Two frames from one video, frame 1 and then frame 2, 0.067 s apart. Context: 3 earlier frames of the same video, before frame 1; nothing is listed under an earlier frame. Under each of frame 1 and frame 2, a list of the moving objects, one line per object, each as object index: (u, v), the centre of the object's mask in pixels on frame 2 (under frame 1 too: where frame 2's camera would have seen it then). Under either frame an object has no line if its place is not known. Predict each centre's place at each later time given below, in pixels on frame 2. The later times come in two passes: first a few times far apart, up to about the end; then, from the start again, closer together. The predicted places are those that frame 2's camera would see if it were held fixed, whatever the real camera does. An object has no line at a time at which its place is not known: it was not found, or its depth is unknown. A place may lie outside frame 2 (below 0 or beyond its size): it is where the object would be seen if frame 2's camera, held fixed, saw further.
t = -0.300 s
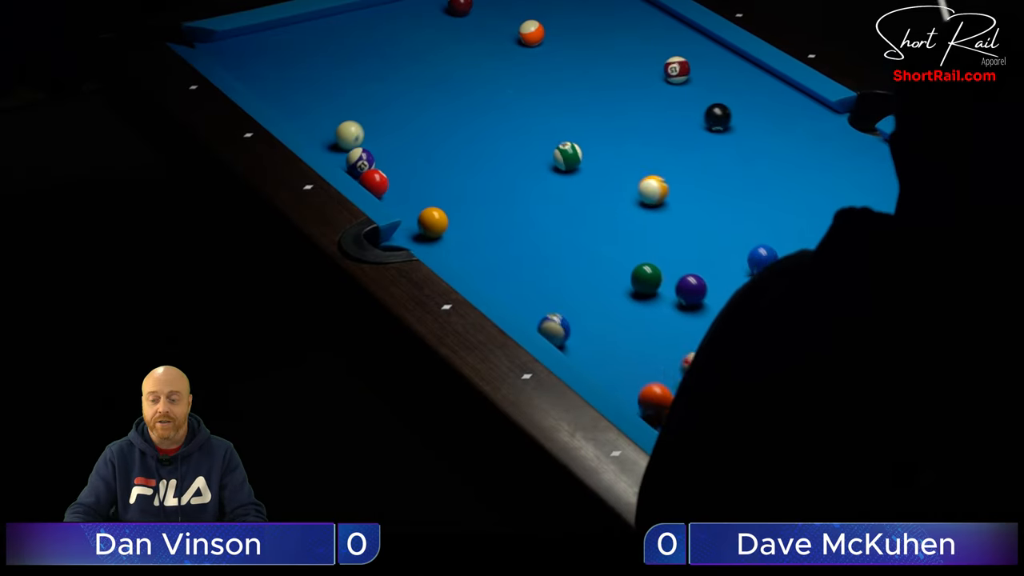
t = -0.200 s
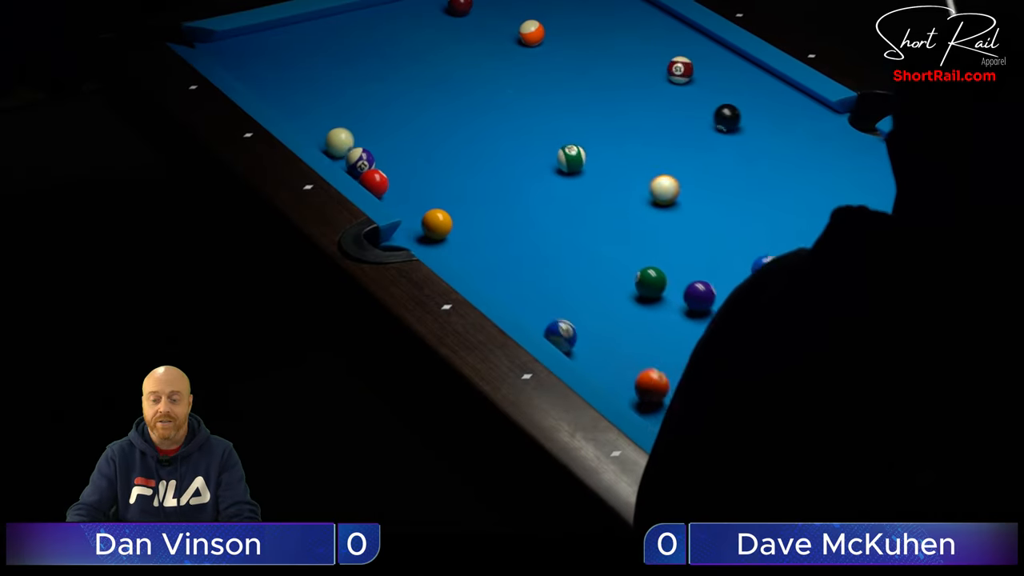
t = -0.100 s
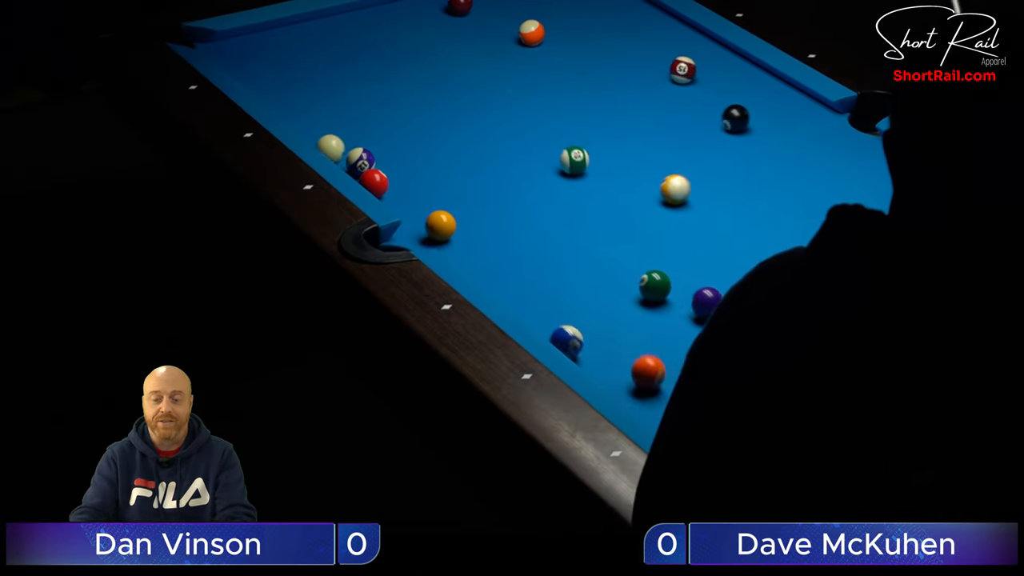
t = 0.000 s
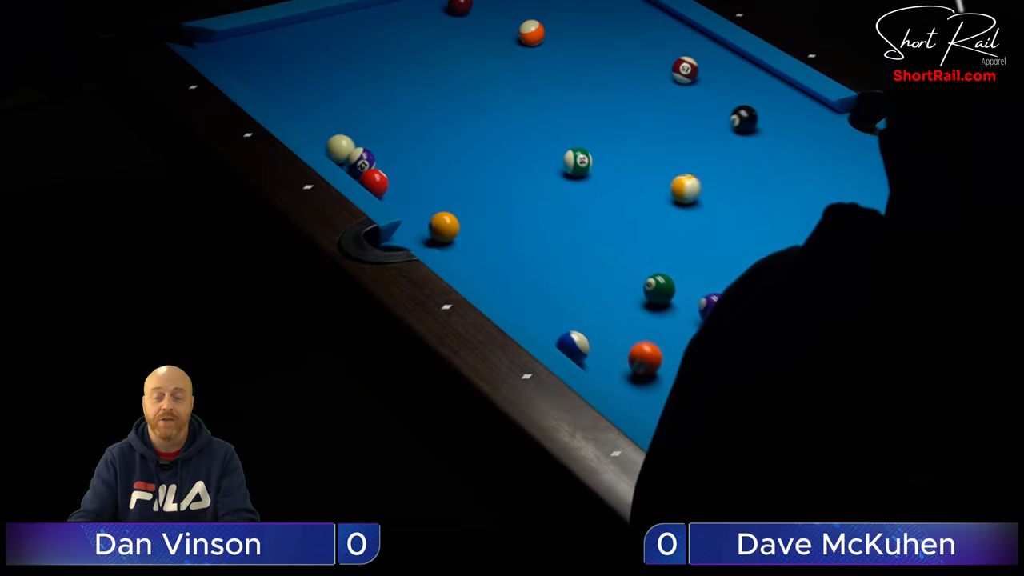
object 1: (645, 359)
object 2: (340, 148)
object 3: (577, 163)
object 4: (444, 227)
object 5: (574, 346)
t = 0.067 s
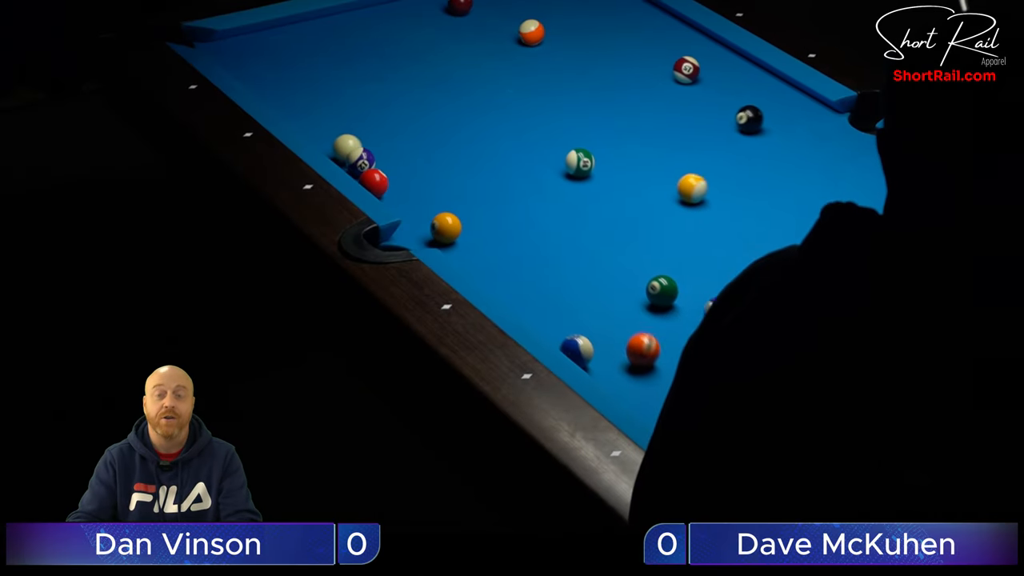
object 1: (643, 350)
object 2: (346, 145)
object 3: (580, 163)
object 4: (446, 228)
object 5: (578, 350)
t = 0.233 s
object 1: (637, 328)
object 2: (366, 143)
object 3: (584, 165)
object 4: (451, 230)
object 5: (588, 358)
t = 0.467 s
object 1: (631, 302)
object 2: (385, 147)
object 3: (589, 168)
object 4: (456, 232)
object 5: (601, 368)
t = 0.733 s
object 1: (624, 275)
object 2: (407, 148)
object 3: (592, 171)
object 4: (460, 234)
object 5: (614, 380)
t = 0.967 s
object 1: (619, 253)
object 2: (424, 148)
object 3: (593, 172)
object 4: (462, 235)
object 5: (623, 388)
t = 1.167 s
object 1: (616, 235)
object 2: (436, 148)
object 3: (593, 172)
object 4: (462, 235)
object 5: (630, 393)
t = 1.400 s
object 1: (612, 217)
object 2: (449, 147)
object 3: (593, 171)
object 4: (463, 235)
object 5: (637, 399)
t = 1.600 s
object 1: (610, 202)
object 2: (459, 147)
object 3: (593, 172)
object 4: (462, 235)
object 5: (641, 402)
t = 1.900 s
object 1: (607, 184)
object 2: (470, 147)
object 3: (590, 168)
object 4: (463, 235)
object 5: (645, 404)
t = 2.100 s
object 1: (612, 181)
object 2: (475, 147)
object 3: (586, 165)
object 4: (462, 236)
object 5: (647, 406)
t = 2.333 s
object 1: (618, 178)
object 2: (479, 147)
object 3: (582, 158)
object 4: (462, 236)
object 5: (649, 408)
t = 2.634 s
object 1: (624, 175)
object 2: (481, 146)
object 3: (575, 152)
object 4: (463, 235)
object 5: (651, 409)
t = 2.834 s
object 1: (626, 174)
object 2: (482, 146)
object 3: (573, 148)
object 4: (463, 235)
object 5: (651, 409)
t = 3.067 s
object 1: (628, 173)
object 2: (482, 146)
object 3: (570, 146)
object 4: (463, 235)
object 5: (649, 408)
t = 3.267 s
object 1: (628, 172)
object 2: (482, 146)
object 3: (567, 144)
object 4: (462, 235)
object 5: (651, 409)
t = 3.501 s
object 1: (628, 172)
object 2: (481, 146)
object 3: (565, 142)
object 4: (462, 235)
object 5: (651, 408)
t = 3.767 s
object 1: (628, 172)
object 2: (481, 146)
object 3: (565, 142)
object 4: (462, 235)
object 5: (651, 408)
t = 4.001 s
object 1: (628, 172)
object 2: (481, 146)
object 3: (565, 143)
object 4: (462, 235)
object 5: (651, 408)
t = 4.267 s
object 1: (628, 172)
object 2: (481, 146)
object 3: (565, 143)
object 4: (462, 235)
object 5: (651, 408)
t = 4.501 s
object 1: (628, 172)
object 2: (481, 145)
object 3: (565, 142)
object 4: (462, 235)
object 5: (647, 406)
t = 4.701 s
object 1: (628, 172)
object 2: (481, 145)
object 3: (565, 142)
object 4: (462, 234)
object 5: (647, 405)
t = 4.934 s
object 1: (628, 172)
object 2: (481, 145)
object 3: (565, 142)
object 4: (462, 235)
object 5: (651, 408)
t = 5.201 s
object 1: (628, 172)
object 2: (481, 145)
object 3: (565, 143)
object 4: (462, 235)
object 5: (651, 408)
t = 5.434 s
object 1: (628, 172)
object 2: (481, 145)
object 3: (565, 143)
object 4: (461, 235)
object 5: (650, 408)
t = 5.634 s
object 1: (628, 172)
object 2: (481, 146)
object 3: (565, 143)
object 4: (461, 235)
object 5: (649, 408)
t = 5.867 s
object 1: (627, 173)
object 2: (481, 146)
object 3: (565, 143)
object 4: (462, 235)
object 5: (649, 407)
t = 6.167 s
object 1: (627, 173)
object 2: (482, 147)
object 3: (565, 144)
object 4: (463, 235)
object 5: (649, 408)
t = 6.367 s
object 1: (627, 173)
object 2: (482, 147)
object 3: (565, 144)
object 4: (463, 235)
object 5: (650, 408)
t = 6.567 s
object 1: (627, 173)
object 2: (482, 147)
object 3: (565, 144)
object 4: (463, 235)
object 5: (650, 408)
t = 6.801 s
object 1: (628, 173)
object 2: (482, 147)
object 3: (565, 144)
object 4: (463, 235)
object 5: (650, 408)
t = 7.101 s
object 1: (628, 173)
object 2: (482, 147)
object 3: (565, 144)
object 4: (463, 235)
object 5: (650, 408)
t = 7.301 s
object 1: (625, 174)
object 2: (482, 149)
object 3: (564, 146)
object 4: (463, 235)
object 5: (648, 405)
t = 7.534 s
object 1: (624, 174)
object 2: (482, 149)
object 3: (564, 146)
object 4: (464, 235)
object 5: (648, 405)
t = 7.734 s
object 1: (624, 175)
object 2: (482, 149)
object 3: (564, 146)
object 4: (464, 235)
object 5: (648, 405)
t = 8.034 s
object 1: (624, 174)
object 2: (482, 149)
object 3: (564, 146)
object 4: (464, 235)
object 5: (648, 405)
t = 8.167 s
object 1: (624, 174)
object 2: (482, 149)
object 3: (564, 146)
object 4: (464, 235)
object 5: (648, 405)
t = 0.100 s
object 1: (642, 346)
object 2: (349, 144)
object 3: (581, 164)
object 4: (447, 228)
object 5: (580, 352)
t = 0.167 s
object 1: (640, 338)
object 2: (357, 143)
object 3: (582, 165)
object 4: (449, 229)
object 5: (584, 355)
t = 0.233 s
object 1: (637, 328)
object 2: (366, 143)
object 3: (584, 165)
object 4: (451, 230)
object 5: (588, 358)
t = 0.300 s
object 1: (636, 321)
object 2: (373, 145)
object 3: (585, 166)
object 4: (452, 230)
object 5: (592, 361)
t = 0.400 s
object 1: (633, 310)
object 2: (381, 147)
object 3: (587, 168)
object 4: (455, 231)
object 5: (597, 365)
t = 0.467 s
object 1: (631, 302)
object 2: (385, 147)
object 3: (589, 168)
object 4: (456, 232)
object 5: (601, 368)
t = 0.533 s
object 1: (629, 295)
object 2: (391, 148)
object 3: (590, 169)
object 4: (457, 233)
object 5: (604, 371)
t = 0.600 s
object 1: (627, 288)
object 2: (397, 148)
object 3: (591, 170)
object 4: (458, 233)
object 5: (608, 374)
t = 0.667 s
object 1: (626, 281)
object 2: (402, 148)
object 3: (591, 171)
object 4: (459, 234)
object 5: (611, 377)
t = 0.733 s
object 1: (624, 275)
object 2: (407, 148)
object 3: (592, 171)
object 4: (460, 234)
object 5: (614, 380)
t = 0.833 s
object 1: (622, 265)
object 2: (415, 148)
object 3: (593, 171)
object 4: (461, 235)
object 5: (618, 383)
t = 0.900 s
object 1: (621, 259)
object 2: (419, 148)
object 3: (593, 172)
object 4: (462, 235)
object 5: (621, 385)
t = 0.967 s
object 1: (619, 253)
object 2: (424, 148)
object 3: (593, 172)
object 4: (462, 235)
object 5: (623, 388)
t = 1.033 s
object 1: (618, 247)
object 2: (428, 148)
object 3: (593, 172)
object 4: (462, 235)
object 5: (626, 390)
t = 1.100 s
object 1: (617, 241)
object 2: (432, 148)
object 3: (594, 172)
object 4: (462, 235)
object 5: (628, 392)
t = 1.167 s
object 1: (616, 235)
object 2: (436, 148)
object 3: (593, 172)
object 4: (462, 235)
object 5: (630, 393)
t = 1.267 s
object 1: (614, 227)
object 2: (442, 147)
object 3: (593, 171)
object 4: (463, 235)
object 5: (633, 396)
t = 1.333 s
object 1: (613, 222)
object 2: (446, 147)
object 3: (593, 171)
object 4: (463, 235)
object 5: (636, 397)
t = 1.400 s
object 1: (612, 217)
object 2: (449, 147)
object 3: (593, 171)
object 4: (463, 235)
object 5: (637, 399)
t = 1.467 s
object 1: (611, 212)
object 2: (453, 147)
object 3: (593, 171)
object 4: (463, 235)
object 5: (639, 400)
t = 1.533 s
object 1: (611, 207)
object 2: (456, 147)
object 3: (593, 171)
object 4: (463, 235)
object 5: (640, 401)
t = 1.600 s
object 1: (610, 202)
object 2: (459, 147)
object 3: (593, 172)
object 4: (462, 235)
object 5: (641, 402)
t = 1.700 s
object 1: (608, 195)
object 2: (463, 147)
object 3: (593, 171)
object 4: (462, 235)
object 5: (642, 403)
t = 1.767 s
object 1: (607, 191)
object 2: (465, 147)
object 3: (592, 170)
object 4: (462, 236)
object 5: (643, 403)
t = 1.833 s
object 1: (607, 187)
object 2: (468, 147)
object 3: (591, 169)
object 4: (462, 236)
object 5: (644, 404)
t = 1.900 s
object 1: (607, 184)
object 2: (470, 147)
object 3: (590, 168)
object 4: (463, 235)
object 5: (645, 404)
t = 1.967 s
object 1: (609, 183)
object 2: (472, 147)
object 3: (589, 167)
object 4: (462, 236)
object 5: (645, 405)
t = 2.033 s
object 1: (611, 182)
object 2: (473, 147)
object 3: (588, 166)
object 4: (462, 236)
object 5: (646, 405)
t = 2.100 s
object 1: (612, 181)
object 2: (475, 147)
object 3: (586, 165)
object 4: (462, 236)
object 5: (647, 406)
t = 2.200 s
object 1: (615, 179)
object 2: (477, 147)
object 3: (584, 162)
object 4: (462, 236)
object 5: (647, 407)
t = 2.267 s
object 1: (616, 178)
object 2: (478, 147)
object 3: (583, 160)
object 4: (462, 236)
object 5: (648, 407)
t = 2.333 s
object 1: (618, 178)
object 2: (479, 147)
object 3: (582, 158)
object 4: (462, 236)
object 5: (649, 408)
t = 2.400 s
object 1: (619, 177)
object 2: (479, 147)
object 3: (580, 157)
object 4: (462, 236)
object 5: (648, 408)
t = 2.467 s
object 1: (621, 176)
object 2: (480, 147)
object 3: (579, 155)
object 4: (462, 236)
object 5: (649, 409)
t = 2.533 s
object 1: (622, 176)
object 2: (480, 146)
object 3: (577, 154)
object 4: (462, 236)
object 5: (651, 409)
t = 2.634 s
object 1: (624, 175)
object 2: (481, 146)
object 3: (575, 152)
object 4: (463, 235)
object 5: (651, 409)
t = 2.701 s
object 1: (625, 175)
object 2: (481, 146)
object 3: (574, 151)
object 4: (463, 235)
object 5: (651, 409)
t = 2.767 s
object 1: (626, 174)
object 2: (481, 146)
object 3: (573, 149)
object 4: (463, 235)
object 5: (651, 409)
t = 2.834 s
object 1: (626, 174)
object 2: (482, 146)
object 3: (573, 148)
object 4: (463, 235)
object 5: (651, 409)
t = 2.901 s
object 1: (627, 174)
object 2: (482, 146)
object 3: (572, 148)
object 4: (463, 235)
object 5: (651, 409)
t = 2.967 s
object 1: (628, 173)
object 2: (482, 146)
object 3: (571, 147)
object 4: (463, 235)
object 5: (650, 408)
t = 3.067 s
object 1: (628, 173)
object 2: (482, 146)
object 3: (570, 146)
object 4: (463, 235)
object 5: (649, 408)
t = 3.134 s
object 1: (629, 173)
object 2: (482, 147)
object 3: (569, 145)
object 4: (463, 235)
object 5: (651, 409)
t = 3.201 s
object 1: (629, 173)
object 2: (482, 146)
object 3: (569, 144)
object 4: (463, 235)
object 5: (651, 409)
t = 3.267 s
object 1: (628, 172)
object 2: (482, 146)
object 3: (567, 144)
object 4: (462, 235)
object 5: (651, 409)
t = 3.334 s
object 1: (628, 172)
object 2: (481, 146)
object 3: (566, 143)
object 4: (462, 235)
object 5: (651, 409)
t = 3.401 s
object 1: (628, 172)
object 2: (481, 146)
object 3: (566, 143)
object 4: (462, 235)
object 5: (651, 409)
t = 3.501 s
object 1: (628, 172)
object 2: (481, 146)
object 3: (565, 142)
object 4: (462, 235)
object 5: (651, 408)
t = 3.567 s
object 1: (628, 172)
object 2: (481, 146)
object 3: (565, 142)
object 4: (462, 235)
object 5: (651, 408)
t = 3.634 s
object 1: (628, 172)
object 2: (481, 146)
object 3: (564, 142)
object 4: (462, 235)
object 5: (651, 408)
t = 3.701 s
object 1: (628, 172)
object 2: (481, 146)
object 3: (565, 142)
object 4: (462, 235)
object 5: (650, 408)
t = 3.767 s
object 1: (628, 172)
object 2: (481, 146)
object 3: (565, 142)
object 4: (462, 235)
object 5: (651, 408)
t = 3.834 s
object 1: (628, 172)
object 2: (481, 146)
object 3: (565, 143)
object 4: (462, 235)
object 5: (651, 408)
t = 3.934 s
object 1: (628, 172)
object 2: (481, 146)
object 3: (565, 143)
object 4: (462, 235)
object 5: (651, 408)
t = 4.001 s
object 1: (628, 172)
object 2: (481, 146)
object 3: (565, 143)
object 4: (462, 235)
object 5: (651, 408)
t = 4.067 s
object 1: (628, 172)
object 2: (481, 146)
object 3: (565, 143)
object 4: (462, 235)
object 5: (651, 408)
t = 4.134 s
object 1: (628, 172)
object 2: (481, 146)
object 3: (565, 143)
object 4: (462, 235)
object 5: (651, 408)
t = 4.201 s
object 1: (628, 172)
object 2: (481, 146)
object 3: (565, 143)
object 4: (462, 235)
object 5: (651, 408)
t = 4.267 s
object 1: (628, 172)
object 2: (481, 146)
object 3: (565, 143)
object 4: (462, 235)
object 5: (651, 408)
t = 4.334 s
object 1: (628, 172)
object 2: (481, 146)
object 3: (565, 143)
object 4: (462, 235)
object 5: (651, 408)
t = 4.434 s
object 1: (628, 172)
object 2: (481, 145)
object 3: (565, 142)
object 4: (462, 235)
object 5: (649, 407)
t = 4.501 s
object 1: (628, 172)
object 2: (481, 145)
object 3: (565, 142)
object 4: (462, 235)
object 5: (647, 406)
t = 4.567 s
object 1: (628, 172)
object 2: (481, 145)
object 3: (565, 142)
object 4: (462, 234)
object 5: (646, 405)
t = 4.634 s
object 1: (628, 172)
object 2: (481, 145)
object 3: (565, 142)
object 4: (462, 234)
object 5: (645, 404)
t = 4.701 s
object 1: (628, 172)
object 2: (481, 145)
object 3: (565, 142)
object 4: (462, 234)
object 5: (647, 405)
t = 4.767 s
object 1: (628, 172)
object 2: (481, 145)
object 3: (565, 142)
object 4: (462, 235)
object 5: (649, 407)
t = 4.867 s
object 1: (628, 172)
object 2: (481, 145)
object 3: (565, 142)
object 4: (462, 235)
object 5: (651, 408)
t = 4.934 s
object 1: (628, 172)
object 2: (481, 145)
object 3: (565, 142)
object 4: (462, 235)
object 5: (651, 408)
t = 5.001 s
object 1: (628, 172)
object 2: (481, 145)
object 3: (565, 142)
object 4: (462, 235)
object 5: (651, 408)
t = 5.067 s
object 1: (628, 172)
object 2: (481, 145)
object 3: (565, 142)
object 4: (462, 235)
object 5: (651, 408)
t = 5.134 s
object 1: (628, 172)
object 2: (481, 145)
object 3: (565, 142)
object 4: (461, 235)
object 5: (651, 408)
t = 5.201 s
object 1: (628, 172)
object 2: (481, 145)
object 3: (565, 143)
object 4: (462, 235)
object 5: (651, 408)
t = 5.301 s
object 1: (628, 172)
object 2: (481, 145)
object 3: (565, 143)
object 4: (461, 235)
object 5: (650, 408)
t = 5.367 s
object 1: (628, 172)
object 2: (481, 145)
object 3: (565, 143)
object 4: (461, 235)
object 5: (650, 408)
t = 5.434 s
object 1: (628, 172)
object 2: (481, 145)
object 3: (565, 143)
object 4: (461, 235)
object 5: (650, 408)
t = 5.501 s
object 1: (628, 172)
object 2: (481, 146)
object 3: (565, 143)
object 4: (461, 235)
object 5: (650, 408)
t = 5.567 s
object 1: (627, 172)
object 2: (481, 146)
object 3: (565, 143)
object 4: (461, 235)
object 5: (650, 408)
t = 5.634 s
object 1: (628, 172)
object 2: (481, 146)
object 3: (565, 143)
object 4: (461, 235)
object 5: (649, 408)
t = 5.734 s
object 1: (628, 172)
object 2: (482, 146)
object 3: (565, 143)
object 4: (463, 235)
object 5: (649, 408)
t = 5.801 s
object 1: (627, 173)
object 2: (481, 146)
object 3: (565, 143)
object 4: (462, 235)
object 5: (649, 407)
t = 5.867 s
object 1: (627, 173)
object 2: (481, 146)
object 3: (565, 143)
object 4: (462, 235)
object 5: (649, 407)
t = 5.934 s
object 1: (627, 173)
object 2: (481, 147)
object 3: (565, 144)
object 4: (463, 235)
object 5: (649, 407)
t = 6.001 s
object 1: (627, 173)
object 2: (482, 147)
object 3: (565, 144)
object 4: (463, 235)
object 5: (649, 407)
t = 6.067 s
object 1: (627, 173)
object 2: (482, 147)
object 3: (565, 144)
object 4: (463, 235)
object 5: (649, 408)
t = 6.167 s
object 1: (627, 173)
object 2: (482, 147)
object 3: (565, 144)
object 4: (463, 235)
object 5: (649, 408)
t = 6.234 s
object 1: (627, 173)
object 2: (482, 147)
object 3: (565, 144)
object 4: (463, 235)
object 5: (649, 408)
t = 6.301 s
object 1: (627, 173)
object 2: (482, 147)
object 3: (565, 144)
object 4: (463, 235)
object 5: (649, 408)
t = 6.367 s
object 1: (627, 173)
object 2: (482, 147)
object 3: (565, 144)
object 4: (463, 235)
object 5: (650, 408)
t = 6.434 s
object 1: (627, 173)
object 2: (482, 147)
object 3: (565, 144)
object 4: (463, 235)
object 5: (650, 408)
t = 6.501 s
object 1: (628, 173)
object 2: (482, 147)
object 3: (565, 144)
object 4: (463, 235)
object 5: (650, 408)
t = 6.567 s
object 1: (627, 173)
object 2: (482, 147)
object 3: (565, 144)
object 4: (463, 235)
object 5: (650, 408)
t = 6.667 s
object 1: (627, 173)
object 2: (482, 147)
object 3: (565, 144)
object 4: (463, 235)
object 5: (650, 408)
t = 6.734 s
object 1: (627, 173)
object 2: (482, 147)
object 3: (565, 144)
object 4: (463, 235)
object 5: (650, 408)
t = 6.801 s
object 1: (628, 173)
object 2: (482, 147)
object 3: (565, 144)
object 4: (463, 235)
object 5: (650, 408)
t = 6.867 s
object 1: (628, 173)
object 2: (482, 147)
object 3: (565, 144)
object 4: (463, 235)
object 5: (650, 408)
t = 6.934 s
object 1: (628, 173)
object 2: (482, 147)
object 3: (565, 144)
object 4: (463, 235)
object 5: (650, 408)
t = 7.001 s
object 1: (628, 173)
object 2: (482, 147)
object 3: (565, 144)
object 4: (463, 235)
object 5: (650, 408)
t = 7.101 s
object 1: (628, 173)
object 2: (482, 147)
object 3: (565, 144)
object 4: (463, 235)
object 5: (650, 408)
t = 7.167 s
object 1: (628, 173)
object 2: (482, 147)
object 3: (565, 144)
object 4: (463, 235)
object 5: (650, 408)
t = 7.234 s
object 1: (626, 173)
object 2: (481, 147)
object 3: (564, 145)
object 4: (463, 235)
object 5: (649, 407)
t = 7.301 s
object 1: (625, 174)
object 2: (482, 149)
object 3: (564, 146)
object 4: (463, 235)
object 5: (648, 405)
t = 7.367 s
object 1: (624, 174)
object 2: (482, 149)
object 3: (564, 146)
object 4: (464, 235)
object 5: (648, 405)
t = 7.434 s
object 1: (624, 175)
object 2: (482, 149)
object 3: (564, 146)
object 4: (464, 235)
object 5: (648, 405)
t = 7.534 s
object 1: (624, 174)
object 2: (482, 149)
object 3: (564, 146)
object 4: (464, 235)
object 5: (648, 405)
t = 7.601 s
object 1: (624, 175)
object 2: (482, 149)
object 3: (564, 146)
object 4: (464, 235)
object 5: (648, 405)
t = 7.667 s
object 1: (624, 175)
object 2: (482, 149)
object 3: (564, 146)
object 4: (464, 235)
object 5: (648, 405)
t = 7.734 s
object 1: (624, 175)
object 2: (482, 149)
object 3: (564, 146)
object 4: (464, 235)
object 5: (648, 405)
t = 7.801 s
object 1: (624, 175)
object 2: (482, 149)
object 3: (564, 146)
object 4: (464, 235)
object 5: (648, 405)
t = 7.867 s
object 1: (624, 175)
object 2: (482, 149)
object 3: (564, 146)
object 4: (464, 235)
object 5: (648, 405)
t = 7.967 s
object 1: (624, 174)
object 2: (482, 149)
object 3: (564, 146)
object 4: (464, 235)
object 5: (648, 405)
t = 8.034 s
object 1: (624, 174)
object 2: (482, 149)
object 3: (564, 146)
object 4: (464, 235)
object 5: (648, 405)
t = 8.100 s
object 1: (624, 174)
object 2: (482, 149)
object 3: (564, 146)
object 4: (463, 235)
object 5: (648, 405)
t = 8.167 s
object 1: (624, 174)
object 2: (482, 149)
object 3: (564, 146)
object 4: (464, 235)
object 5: (648, 405)
